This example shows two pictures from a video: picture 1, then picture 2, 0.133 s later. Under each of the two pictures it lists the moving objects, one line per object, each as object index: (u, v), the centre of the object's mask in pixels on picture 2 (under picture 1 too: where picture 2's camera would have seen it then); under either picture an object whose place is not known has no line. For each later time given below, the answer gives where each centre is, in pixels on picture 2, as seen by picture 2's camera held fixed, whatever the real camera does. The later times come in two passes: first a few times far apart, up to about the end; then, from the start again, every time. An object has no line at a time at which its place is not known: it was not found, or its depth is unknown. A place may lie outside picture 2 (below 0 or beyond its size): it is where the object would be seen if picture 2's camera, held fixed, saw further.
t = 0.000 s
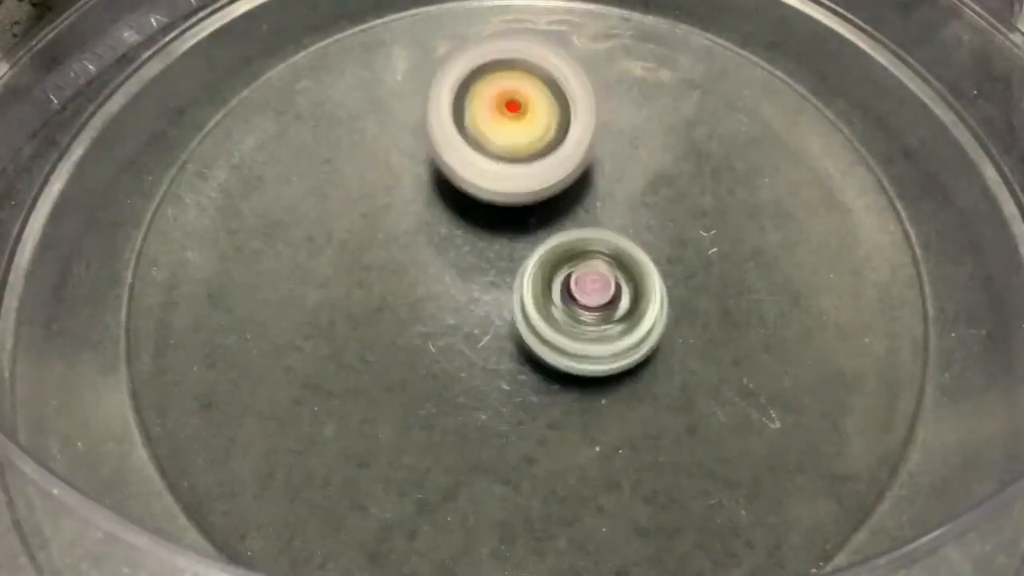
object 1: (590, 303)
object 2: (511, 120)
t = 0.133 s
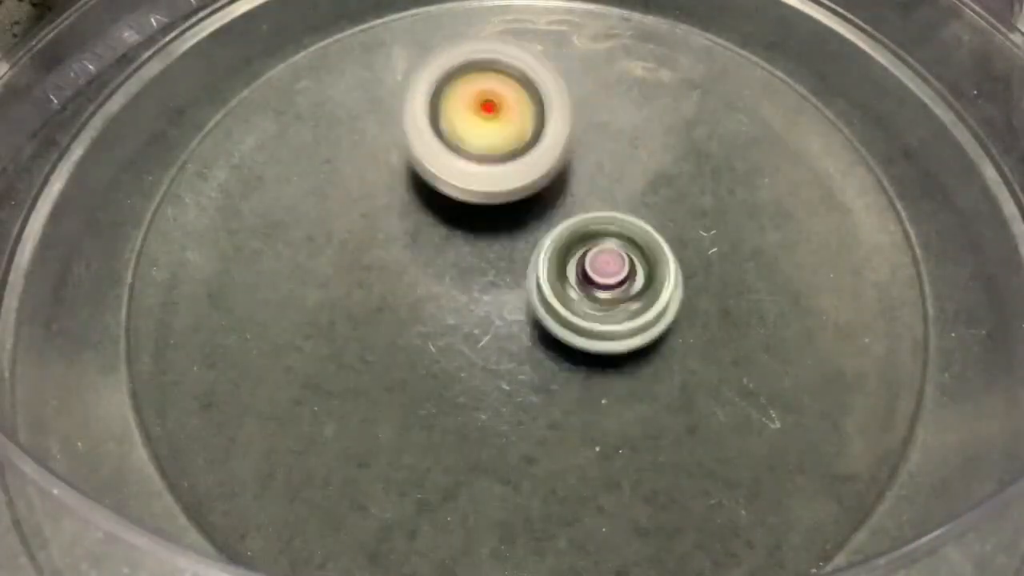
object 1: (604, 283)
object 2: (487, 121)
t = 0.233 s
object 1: (598, 278)
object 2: (476, 132)
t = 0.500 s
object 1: (629, 361)
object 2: (418, 93)
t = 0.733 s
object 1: (649, 399)
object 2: (463, 138)
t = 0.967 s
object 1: (701, 366)
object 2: (494, 170)
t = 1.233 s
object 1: (697, 335)
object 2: (495, 224)
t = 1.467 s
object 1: (606, 328)
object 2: (513, 190)
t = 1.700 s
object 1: (567, 367)
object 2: (504, 150)
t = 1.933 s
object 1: (568, 383)
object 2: (523, 201)
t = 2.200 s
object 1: (528, 358)
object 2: (586, 190)
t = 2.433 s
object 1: (465, 341)
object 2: (573, 151)
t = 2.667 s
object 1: (417, 380)
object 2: (594, 153)
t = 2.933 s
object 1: (441, 321)
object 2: (585, 213)
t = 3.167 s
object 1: (437, 302)
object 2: (630, 218)
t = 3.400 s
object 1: (374, 285)
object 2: (736, 195)
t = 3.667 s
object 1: (475, 274)
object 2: (644, 240)
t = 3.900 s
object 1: (472, 262)
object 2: (643, 276)
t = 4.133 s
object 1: (481, 246)
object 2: (652, 332)
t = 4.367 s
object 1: (518, 238)
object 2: (565, 372)
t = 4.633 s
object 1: (583, 219)
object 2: (473, 320)
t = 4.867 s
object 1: (587, 233)
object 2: (437, 295)
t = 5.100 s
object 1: (693, 200)
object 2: (224, 451)
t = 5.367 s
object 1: (589, 255)
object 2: (474, 508)
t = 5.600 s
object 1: (525, 314)
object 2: (689, 364)
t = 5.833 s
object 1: (420, 272)
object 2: (702, 288)
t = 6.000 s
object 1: (406, 292)
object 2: (624, 270)
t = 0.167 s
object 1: (605, 284)
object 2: (481, 119)
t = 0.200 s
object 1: (603, 282)
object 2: (478, 122)
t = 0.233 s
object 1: (598, 278)
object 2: (476, 132)
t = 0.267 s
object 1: (594, 272)
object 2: (476, 144)
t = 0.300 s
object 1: (603, 279)
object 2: (467, 135)
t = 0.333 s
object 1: (625, 306)
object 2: (447, 111)
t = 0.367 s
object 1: (637, 326)
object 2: (431, 90)
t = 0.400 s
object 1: (642, 344)
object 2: (422, 79)
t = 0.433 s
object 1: (643, 355)
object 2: (416, 77)
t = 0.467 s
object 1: (638, 361)
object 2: (415, 81)
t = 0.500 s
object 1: (629, 361)
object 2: (418, 93)
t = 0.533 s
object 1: (619, 357)
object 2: (427, 113)
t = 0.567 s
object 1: (607, 350)
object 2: (440, 138)
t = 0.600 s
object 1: (595, 340)
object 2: (457, 165)
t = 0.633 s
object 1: (587, 329)
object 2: (478, 195)
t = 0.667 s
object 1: (604, 349)
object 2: (478, 186)
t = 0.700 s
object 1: (629, 377)
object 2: (467, 159)
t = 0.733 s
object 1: (649, 399)
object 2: (463, 138)
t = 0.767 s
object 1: (665, 410)
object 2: (462, 123)
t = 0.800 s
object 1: (678, 413)
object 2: (463, 115)
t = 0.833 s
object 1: (688, 409)
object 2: (466, 115)
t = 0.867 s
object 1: (696, 402)
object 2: (471, 122)
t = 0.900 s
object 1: (701, 392)
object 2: (478, 134)
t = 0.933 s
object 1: (703, 379)
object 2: (485, 150)
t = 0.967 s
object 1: (701, 366)
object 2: (494, 170)
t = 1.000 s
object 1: (696, 354)
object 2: (505, 192)
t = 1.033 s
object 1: (689, 341)
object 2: (519, 215)
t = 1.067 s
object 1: (684, 331)
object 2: (531, 235)
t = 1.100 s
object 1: (700, 338)
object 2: (515, 231)
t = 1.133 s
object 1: (709, 343)
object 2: (502, 226)
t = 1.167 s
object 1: (709, 343)
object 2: (494, 224)
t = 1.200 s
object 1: (706, 340)
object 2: (492, 223)
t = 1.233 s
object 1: (697, 335)
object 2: (495, 224)
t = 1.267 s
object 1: (686, 331)
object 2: (503, 225)
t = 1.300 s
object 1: (672, 326)
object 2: (513, 226)
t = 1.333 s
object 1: (660, 322)
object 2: (522, 225)
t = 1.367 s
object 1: (653, 326)
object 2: (519, 214)
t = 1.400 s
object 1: (641, 328)
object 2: (514, 202)
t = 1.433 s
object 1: (625, 328)
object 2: (512, 194)
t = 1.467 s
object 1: (606, 328)
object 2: (513, 190)
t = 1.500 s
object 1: (590, 331)
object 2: (515, 187)
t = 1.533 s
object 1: (582, 347)
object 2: (511, 165)
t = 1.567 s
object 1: (576, 359)
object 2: (509, 144)
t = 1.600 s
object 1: (570, 366)
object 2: (507, 133)
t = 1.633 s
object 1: (568, 370)
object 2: (506, 132)
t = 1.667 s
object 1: (568, 370)
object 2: (505, 137)
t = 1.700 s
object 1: (567, 367)
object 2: (504, 150)
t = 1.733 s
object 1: (566, 362)
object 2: (504, 170)
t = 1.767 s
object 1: (565, 356)
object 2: (506, 192)
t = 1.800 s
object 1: (565, 358)
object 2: (509, 206)
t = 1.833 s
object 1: (570, 374)
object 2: (508, 201)
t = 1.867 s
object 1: (571, 381)
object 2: (509, 198)
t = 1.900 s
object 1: (570, 384)
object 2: (514, 198)
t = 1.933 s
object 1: (568, 383)
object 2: (523, 201)
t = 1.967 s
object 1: (566, 380)
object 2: (532, 205)
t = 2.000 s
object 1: (562, 375)
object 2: (543, 209)
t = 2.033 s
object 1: (558, 370)
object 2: (555, 213)
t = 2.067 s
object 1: (554, 370)
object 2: (566, 210)
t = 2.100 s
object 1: (547, 371)
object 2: (576, 202)
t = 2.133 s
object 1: (539, 369)
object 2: (583, 197)
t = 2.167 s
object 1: (534, 365)
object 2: (586, 193)
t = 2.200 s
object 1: (528, 358)
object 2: (586, 190)
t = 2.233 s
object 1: (524, 351)
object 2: (583, 190)
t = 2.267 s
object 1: (519, 343)
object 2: (577, 191)
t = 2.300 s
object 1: (511, 339)
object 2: (573, 188)
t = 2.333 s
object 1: (495, 345)
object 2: (579, 169)
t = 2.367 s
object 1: (482, 345)
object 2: (580, 158)
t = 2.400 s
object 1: (472, 343)
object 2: (578, 151)
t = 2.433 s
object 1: (465, 341)
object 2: (573, 151)
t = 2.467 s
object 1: (463, 339)
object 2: (566, 157)
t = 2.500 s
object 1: (463, 336)
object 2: (557, 166)
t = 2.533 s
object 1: (464, 333)
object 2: (549, 178)
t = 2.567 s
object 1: (464, 332)
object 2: (541, 190)
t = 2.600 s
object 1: (445, 350)
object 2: (559, 179)
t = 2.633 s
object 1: (429, 368)
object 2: (578, 163)
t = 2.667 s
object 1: (417, 380)
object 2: (594, 153)
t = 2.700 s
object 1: (409, 385)
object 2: (603, 150)
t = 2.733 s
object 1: (405, 382)
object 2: (608, 151)
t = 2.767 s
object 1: (405, 374)
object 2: (610, 156)
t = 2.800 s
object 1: (407, 365)
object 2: (609, 164)
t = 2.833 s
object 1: (412, 353)
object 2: (606, 174)
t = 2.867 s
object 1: (418, 343)
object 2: (601, 186)
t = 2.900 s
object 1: (429, 332)
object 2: (594, 199)
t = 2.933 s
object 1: (441, 321)
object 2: (585, 213)
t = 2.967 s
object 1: (441, 315)
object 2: (587, 218)
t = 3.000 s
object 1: (430, 313)
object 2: (607, 214)
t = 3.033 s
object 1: (425, 311)
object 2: (620, 213)
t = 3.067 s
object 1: (425, 309)
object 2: (629, 213)
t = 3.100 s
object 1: (427, 307)
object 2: (634, 213)
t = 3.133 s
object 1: (431, 305)
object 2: (633, 215)
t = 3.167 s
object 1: (437, 302)
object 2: (630, 218)
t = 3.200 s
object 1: (445, 298)
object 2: (622, 223)
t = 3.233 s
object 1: (453, 295)
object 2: (614, 227)
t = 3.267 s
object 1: (424, 294)
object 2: (643, 219)
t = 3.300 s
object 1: (396, 293)
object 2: (681, 209)
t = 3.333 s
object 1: (380, 290)
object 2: (708, 202)
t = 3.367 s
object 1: (373, 287)
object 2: (726, 198)
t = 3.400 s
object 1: (374, 285)
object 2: (736, 195)
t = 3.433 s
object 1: (380, 282)
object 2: (739, 196)
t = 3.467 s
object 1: (390, 280)
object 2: (736, 198)
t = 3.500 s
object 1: (403, 279)
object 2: (729, 201)
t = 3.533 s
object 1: (418, 278)
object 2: (717, 208)
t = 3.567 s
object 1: (434, 277)
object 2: (700, 215)
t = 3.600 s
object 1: (450, 276)
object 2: (683, 221)
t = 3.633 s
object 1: (468, 275)
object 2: (659, 232)
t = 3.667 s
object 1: (475, 274)
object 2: (644, 240)
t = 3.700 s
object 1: (461, 271)
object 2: (658, 246)
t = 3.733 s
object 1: (454, 269)
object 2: (664, 251)
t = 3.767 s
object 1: (453, 267)
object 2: (666, 257)
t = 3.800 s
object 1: (455, 265)
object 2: (665, 261)
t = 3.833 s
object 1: (459, 264)
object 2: (660, 266)
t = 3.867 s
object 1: (465, 262)
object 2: (652, 271)
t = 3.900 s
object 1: (472, 262)
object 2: (643, 276)
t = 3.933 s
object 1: (474, 259)
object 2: (638, 281)
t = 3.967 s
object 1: (475, 257)
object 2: (638, 289)
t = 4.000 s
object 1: (472, 252)
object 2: (645, 296)
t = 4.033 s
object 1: (470, 249)
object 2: (650, 305)
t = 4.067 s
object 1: (472, 247)
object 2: (654, 313)
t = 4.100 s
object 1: (476, 246)
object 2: (654, 324)
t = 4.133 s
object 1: (481, 246)
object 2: (652, 332)
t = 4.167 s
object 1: (487, 247)
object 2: (644, 341)
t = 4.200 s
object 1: (492, 249)
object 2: (637, 347)
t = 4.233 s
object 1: (497, 250)
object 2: (626, 353)
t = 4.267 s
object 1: (501, 250)
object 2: (612, 356)
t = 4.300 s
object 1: (504, 247)
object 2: (596, 358)
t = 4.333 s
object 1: (510, 243)
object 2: (581, 364)
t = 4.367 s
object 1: (518, 238)
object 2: (565, 372)
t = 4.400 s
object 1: (529, 236)
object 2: (550, 376)
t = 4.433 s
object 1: (541, 232)
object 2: (534, 375)
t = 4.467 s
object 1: (553, 229)
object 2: (520, 371)
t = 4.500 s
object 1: (563, 226)
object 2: (507, 366)
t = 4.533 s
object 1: (571, 223)
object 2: (495, 357)
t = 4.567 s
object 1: (577, 220)
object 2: (485, 347)
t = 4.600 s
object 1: (580, 218)
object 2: (477, 333)
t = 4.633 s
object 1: (583, 219)
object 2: (473, 320)
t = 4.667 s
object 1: (586, 220)
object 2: (464, 312)
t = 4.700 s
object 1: (587, 220)
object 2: (449, 307)
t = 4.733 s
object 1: (588, 219)
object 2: (437, 303)
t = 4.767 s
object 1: (590, 221)
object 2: (430, 301)
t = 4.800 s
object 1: (589, 224)
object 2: (427, 298)
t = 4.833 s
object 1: (588, 229)
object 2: (430, 296)
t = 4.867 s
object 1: (587, 233)
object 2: (437, 295)
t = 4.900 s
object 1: (592, 235)
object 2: (435, 302)
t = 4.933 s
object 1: (629, 220)
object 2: (386, 323)
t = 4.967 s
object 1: (658, 209)
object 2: (338, 349)
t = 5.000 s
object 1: (678, 202)
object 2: (296, 374)
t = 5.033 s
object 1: (690, 200)
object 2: (262, 402)
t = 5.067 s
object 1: (694, 199)
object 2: (235, 432)
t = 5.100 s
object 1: (693, 200)
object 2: (224, 451)
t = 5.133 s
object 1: (687, 203)
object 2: (226, 467)
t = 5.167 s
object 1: (679, 206)
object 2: (240, 481)
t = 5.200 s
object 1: (668, 211)
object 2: (260, 493)
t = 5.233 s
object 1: (655, 217)
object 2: (288, 504)
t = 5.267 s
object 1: (639, 226)
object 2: (327, 509)
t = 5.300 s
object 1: (622, 235)
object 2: (371, 512)
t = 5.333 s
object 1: (606, 245)
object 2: (423, 511)
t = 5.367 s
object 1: (589, 255)
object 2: (474, 508)
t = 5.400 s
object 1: (573, 265)
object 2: (528, 502)
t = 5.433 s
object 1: (559, 273)
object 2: (576, 491)
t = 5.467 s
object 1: (547, 282)
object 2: (617, 476)
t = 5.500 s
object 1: (539, 290)
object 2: (647, 455)
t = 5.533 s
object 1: (532, 299)
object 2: (669, 426)
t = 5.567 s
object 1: (528, 307)
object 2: (682, 395)
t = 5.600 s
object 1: (525, 314)
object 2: (689, 364)
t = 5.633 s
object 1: (506, 308)
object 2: (716, 346)
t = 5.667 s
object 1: (478, 296)
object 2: (741, 333)
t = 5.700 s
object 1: (458, 286)
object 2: (753, 320)
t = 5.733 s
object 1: (440, 278)
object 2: (751, 309)
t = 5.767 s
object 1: (430, 272)
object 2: (741, 301)
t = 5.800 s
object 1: (423, 271)
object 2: (723, 294)
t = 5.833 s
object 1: (420, 272)
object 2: (702, 288)
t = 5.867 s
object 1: (420, 275)
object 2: (677, 283)
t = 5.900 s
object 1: (424, 282)
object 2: (648, 279)
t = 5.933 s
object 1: (428, 288)
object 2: (619, 275)
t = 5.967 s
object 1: (420, 291)
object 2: (616, 272)
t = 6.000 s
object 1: (406, 292)
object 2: (624, 270)
